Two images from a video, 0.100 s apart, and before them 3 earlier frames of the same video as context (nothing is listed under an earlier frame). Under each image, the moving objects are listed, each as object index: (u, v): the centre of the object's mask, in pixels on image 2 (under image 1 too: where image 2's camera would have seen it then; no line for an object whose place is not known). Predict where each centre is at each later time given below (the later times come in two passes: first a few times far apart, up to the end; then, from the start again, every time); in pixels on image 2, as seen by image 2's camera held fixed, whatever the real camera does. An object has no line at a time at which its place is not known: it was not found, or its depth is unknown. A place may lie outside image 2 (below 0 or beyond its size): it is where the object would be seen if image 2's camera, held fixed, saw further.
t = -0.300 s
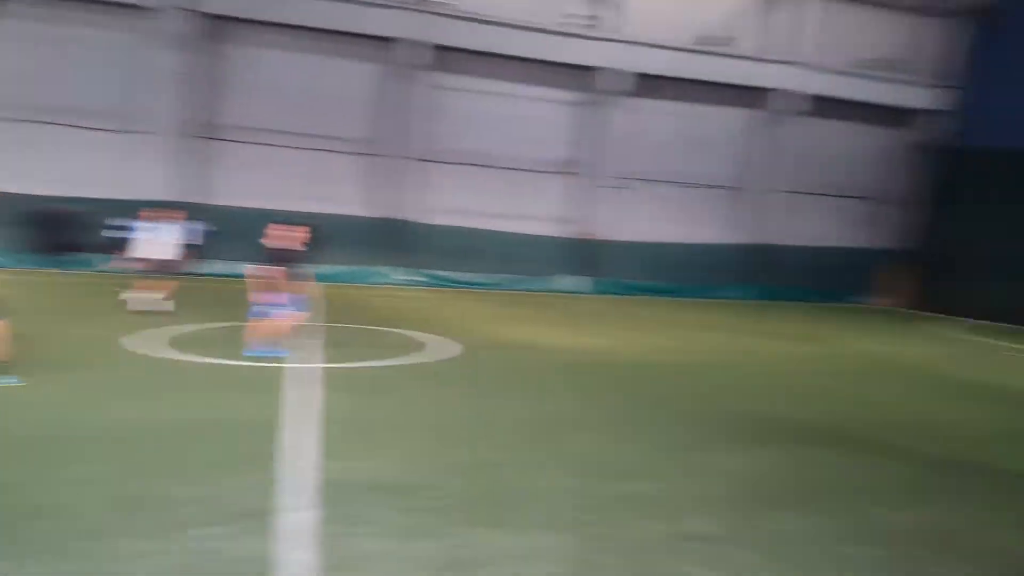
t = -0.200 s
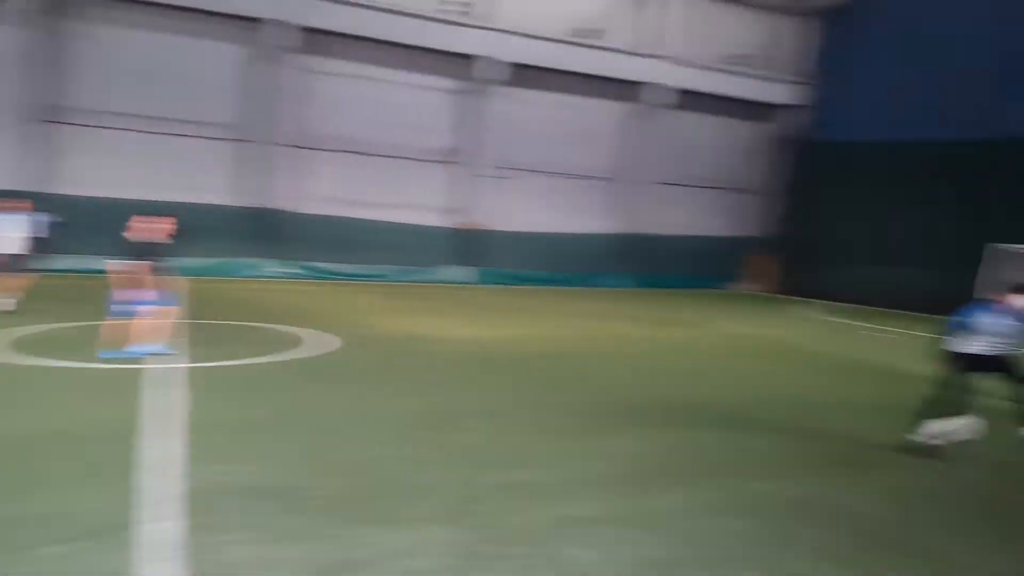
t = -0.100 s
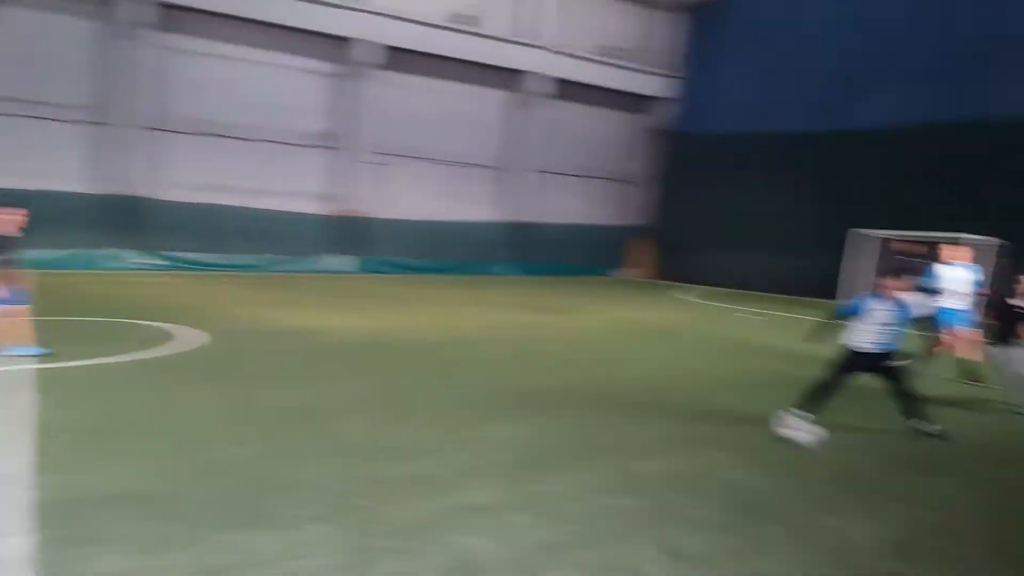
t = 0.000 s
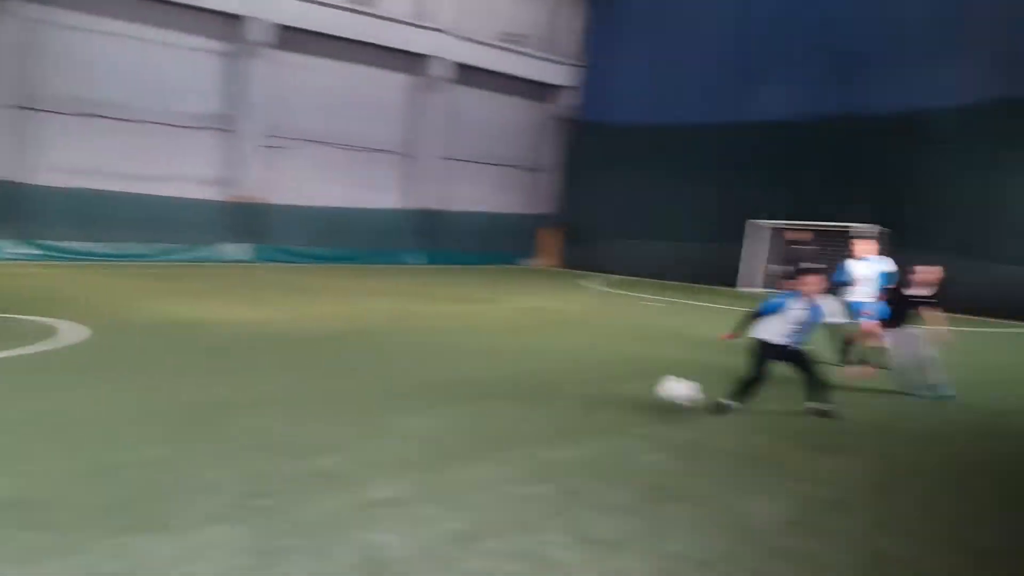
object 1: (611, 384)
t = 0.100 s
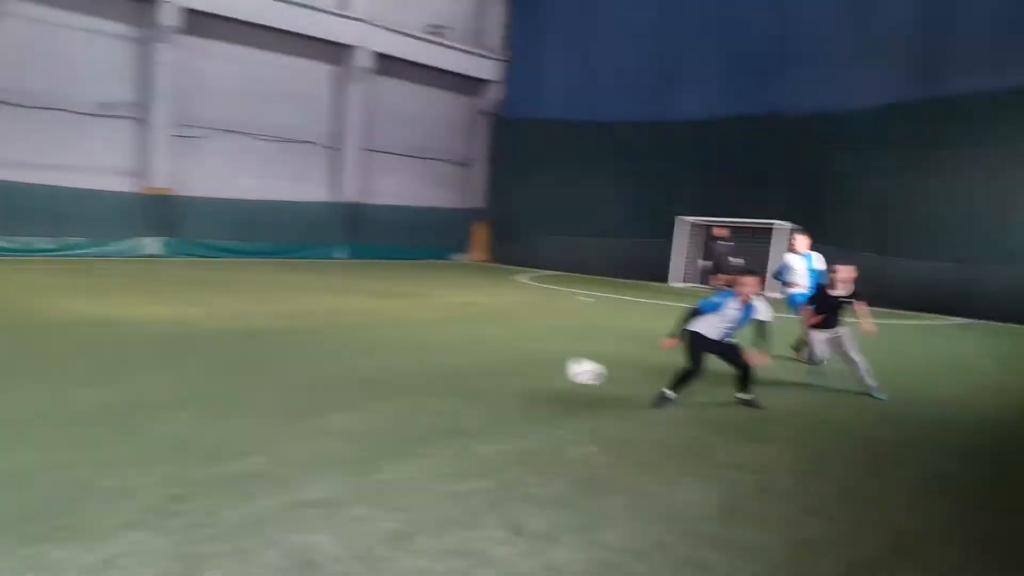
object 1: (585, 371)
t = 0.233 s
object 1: (549, 373)
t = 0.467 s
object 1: (470, 436)
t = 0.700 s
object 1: (382, 437)
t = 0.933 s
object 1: (281, 477)
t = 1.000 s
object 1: (249, 479)
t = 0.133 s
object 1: (577, 370)
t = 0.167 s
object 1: (567, 369)
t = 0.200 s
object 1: (557, 370)
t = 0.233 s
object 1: (549, 373)
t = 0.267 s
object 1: (538, 377)
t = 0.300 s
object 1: (527, 383)
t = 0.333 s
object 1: (516, 391)
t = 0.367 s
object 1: (504, 399)
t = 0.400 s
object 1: (493, 411)
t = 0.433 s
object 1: (481, 423)
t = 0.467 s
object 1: (470, 436)
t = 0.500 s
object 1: (456, 446)
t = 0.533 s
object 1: (444, 442)
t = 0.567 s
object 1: (433, 438)
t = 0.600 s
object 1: (421, 435)
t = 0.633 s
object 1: (409, 434)
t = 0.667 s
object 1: (396, 434)
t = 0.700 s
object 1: (382, 437)
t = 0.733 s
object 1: (368, 441)
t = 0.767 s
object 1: (356, 446)
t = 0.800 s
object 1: (339, 455)
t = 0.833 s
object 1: (325, 463)
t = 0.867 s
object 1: (311, 475)
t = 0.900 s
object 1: (296, 479)
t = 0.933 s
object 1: (281, 477)
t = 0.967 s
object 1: (265, 477)
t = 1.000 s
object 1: (249, 479)
